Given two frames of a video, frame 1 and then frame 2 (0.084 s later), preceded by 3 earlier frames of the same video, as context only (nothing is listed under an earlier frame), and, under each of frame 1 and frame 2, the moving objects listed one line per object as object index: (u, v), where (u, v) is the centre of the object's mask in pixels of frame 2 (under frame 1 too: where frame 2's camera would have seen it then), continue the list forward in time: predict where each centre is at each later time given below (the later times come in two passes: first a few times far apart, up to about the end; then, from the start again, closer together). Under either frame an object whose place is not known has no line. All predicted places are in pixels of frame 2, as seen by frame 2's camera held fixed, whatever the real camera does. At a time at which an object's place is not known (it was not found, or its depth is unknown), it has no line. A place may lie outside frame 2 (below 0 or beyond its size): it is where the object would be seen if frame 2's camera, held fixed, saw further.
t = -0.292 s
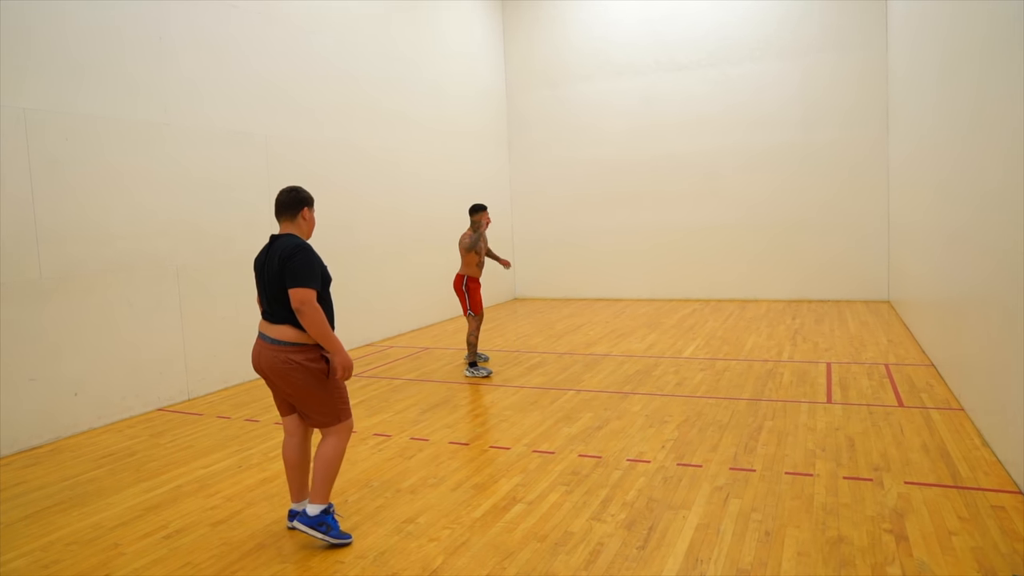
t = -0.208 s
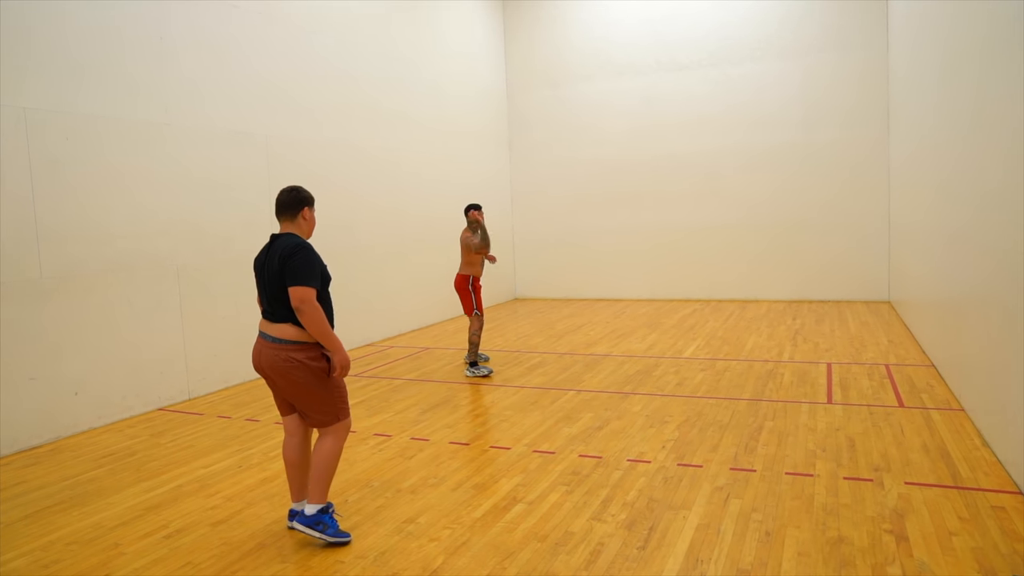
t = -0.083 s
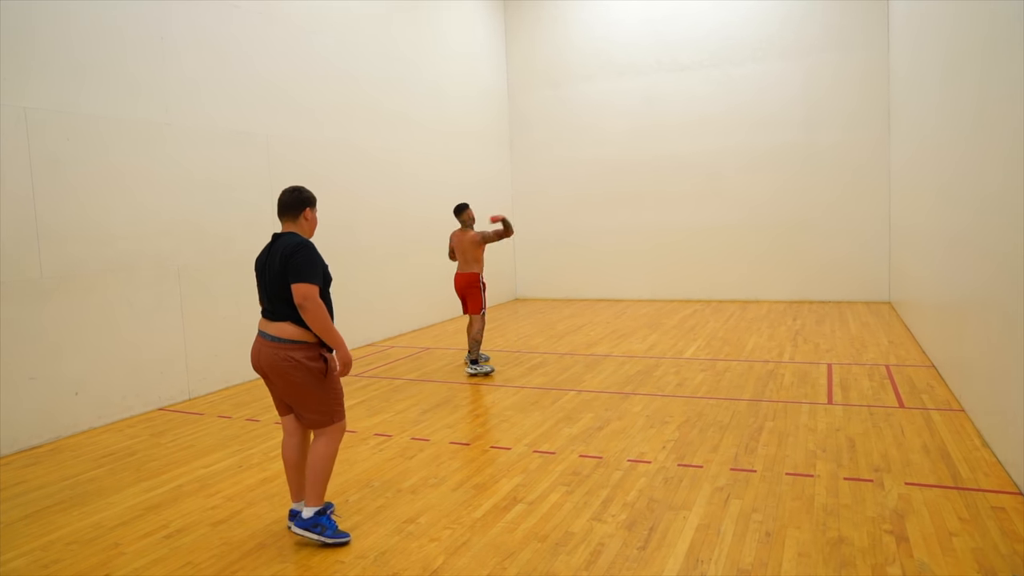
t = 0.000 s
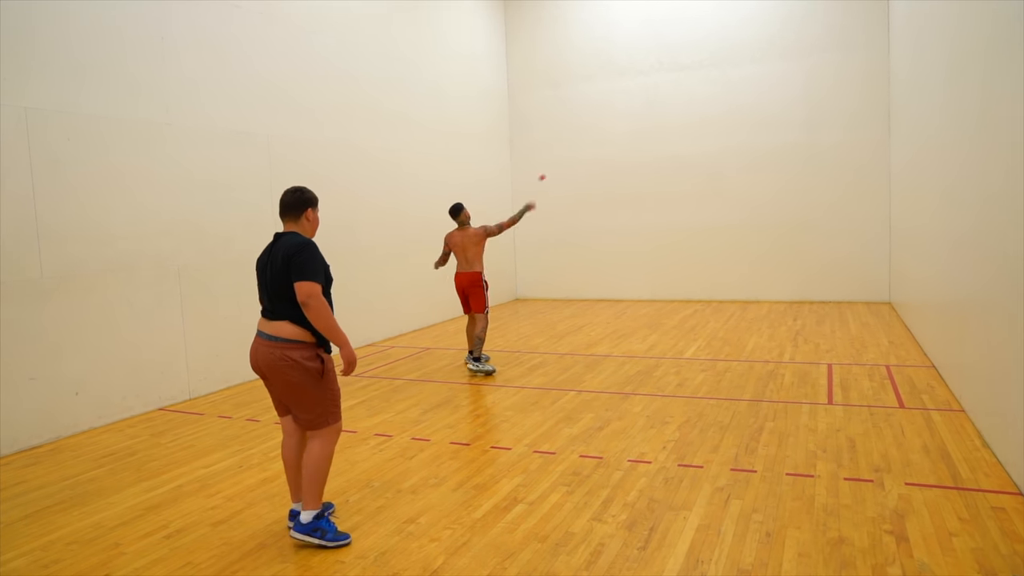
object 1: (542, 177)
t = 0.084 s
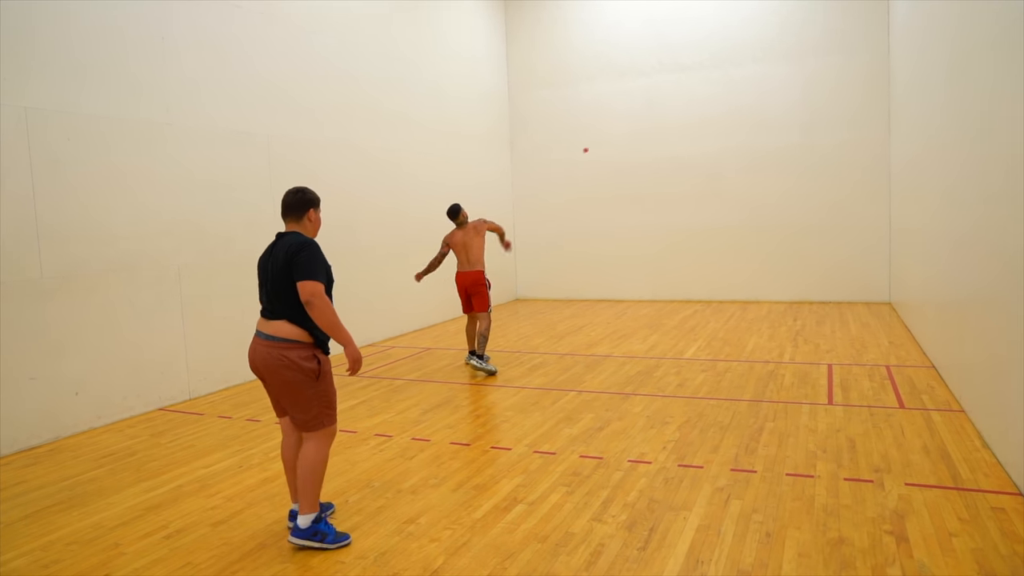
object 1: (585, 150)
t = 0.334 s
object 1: (669, 122)
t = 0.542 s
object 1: (670, 118)
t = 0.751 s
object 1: (653, 143)
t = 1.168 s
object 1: (601, 425)
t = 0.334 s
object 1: (669, 122)
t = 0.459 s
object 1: (675, 118)
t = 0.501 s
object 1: (672, 117)
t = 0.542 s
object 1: (670, 118)
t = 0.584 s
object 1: (667, 119)
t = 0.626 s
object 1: (663, 123)
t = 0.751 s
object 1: (653, 143)
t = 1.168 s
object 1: (601, 425)
